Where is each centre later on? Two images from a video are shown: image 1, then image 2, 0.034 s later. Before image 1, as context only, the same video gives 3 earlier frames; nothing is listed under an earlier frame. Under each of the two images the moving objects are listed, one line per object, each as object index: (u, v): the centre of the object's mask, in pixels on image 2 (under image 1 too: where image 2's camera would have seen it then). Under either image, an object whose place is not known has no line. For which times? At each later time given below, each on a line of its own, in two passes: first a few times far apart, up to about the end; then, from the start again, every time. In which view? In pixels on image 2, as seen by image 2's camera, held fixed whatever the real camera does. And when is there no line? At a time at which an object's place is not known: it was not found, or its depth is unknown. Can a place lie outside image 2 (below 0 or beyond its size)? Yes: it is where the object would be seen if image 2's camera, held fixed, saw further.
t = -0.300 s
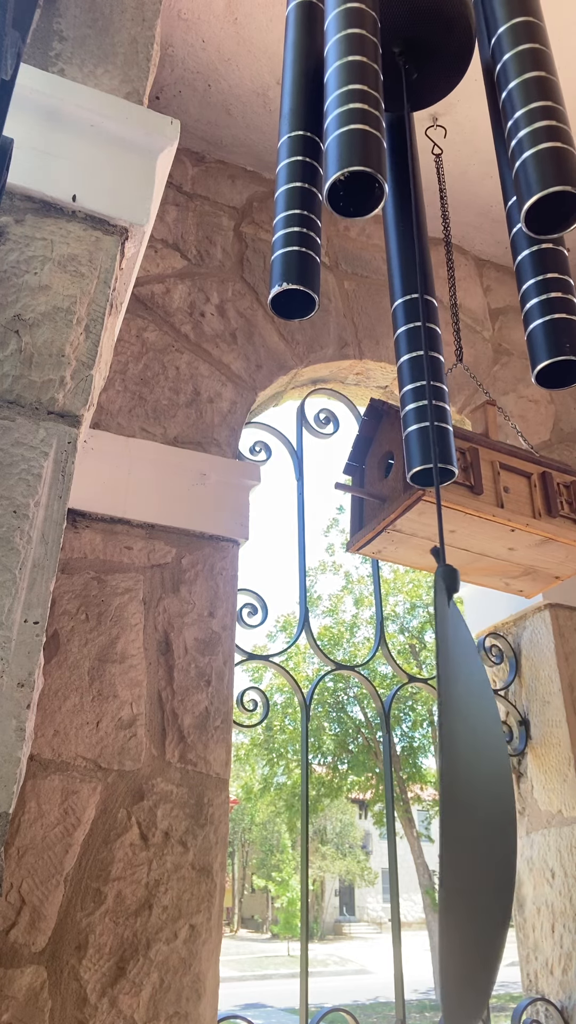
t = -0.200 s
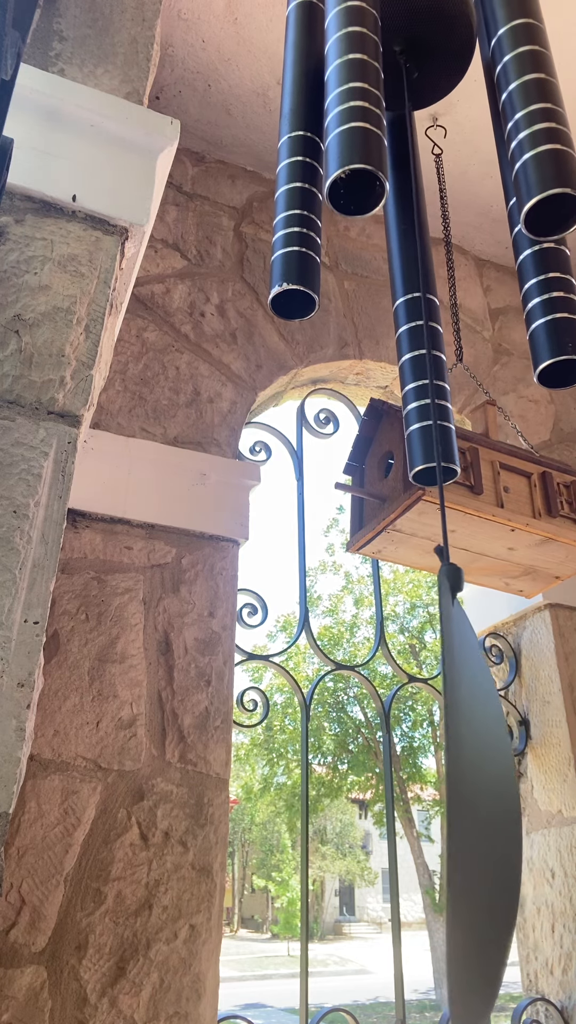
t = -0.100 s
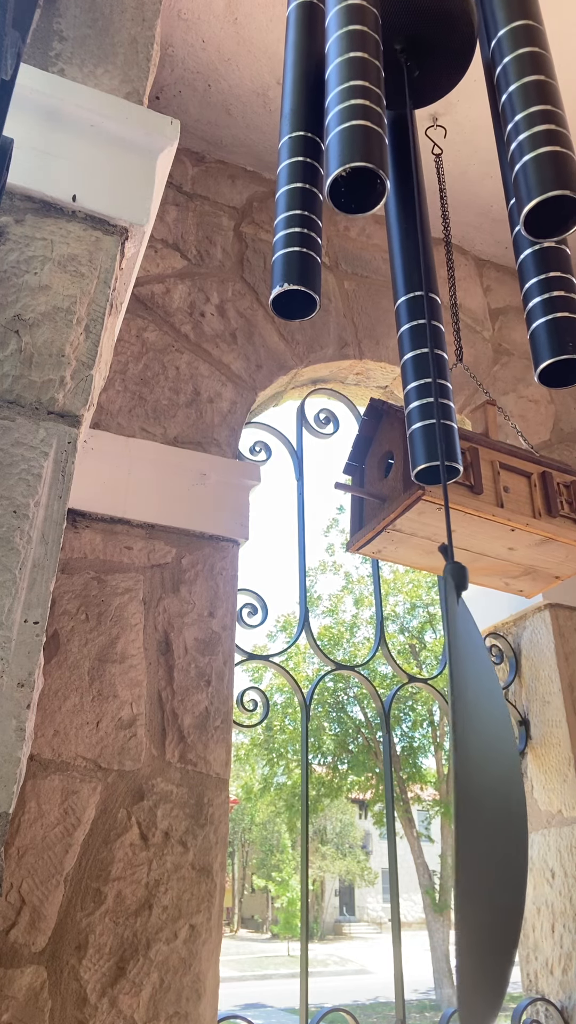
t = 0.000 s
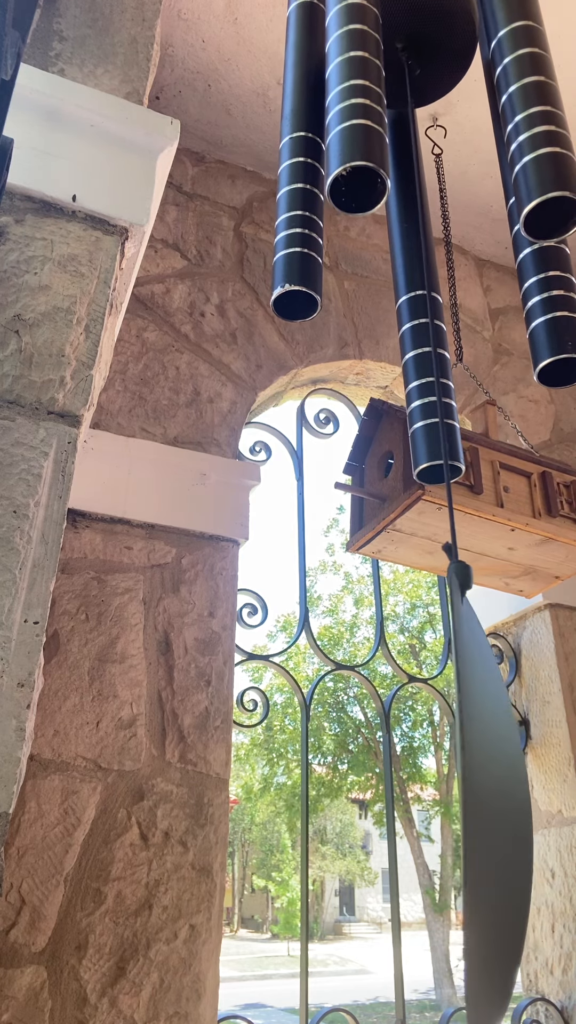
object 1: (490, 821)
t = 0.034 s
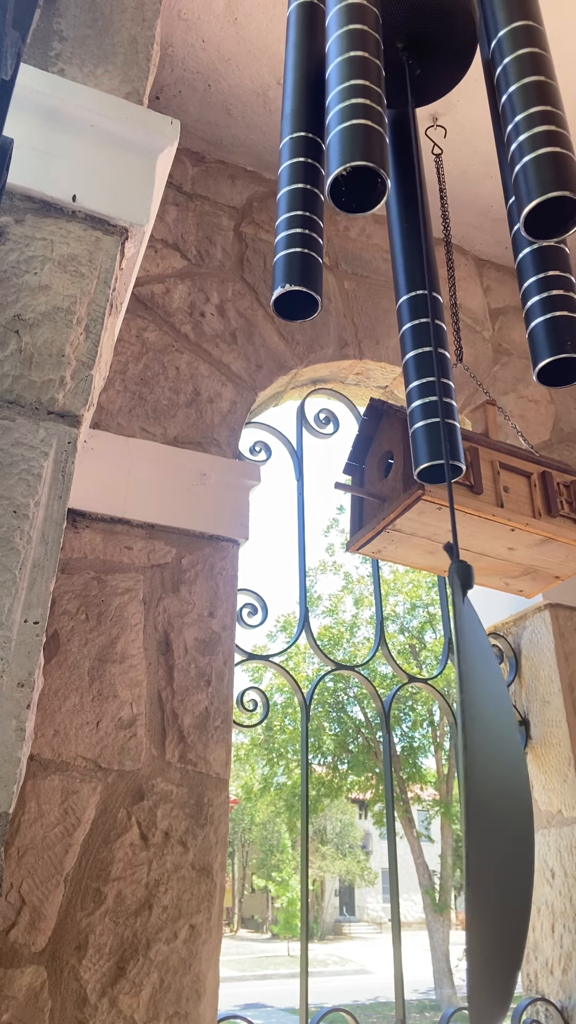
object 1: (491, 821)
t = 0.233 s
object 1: (497, 822)
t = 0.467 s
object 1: (494, 822)
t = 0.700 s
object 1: (482, 820)
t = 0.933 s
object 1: (471, 822)
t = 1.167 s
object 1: (468, 817)
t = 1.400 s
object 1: (474, 807)
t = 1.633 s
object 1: (485, 790)
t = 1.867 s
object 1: (488, 795)
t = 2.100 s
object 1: (482, 814)
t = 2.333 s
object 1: (474, 821)
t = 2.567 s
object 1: (465, 823)
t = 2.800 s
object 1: (464, 819)
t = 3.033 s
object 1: (472, 816)
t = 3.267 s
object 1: (479, 815)
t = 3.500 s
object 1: (483, 814)
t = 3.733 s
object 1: (477, 814)
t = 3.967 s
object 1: (467, 815)
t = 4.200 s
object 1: (462, 817)
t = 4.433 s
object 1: (464, 818)
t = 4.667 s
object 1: (478, 823)
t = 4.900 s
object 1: (488, 820)
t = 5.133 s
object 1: (487, 807)
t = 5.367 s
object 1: (488, 793)
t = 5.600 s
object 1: (481, 793)
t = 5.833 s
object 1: (475, 795)
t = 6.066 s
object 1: (476, 794)
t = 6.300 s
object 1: (479, 793)
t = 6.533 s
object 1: (481, 799)
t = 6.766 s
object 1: (487, 820)
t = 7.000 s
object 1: (481, 821)
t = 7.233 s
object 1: (470, 818)
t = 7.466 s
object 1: (462, 817)
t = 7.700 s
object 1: (464, 816)
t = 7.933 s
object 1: (470, 815)
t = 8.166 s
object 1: (477, 815)
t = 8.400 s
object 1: (480, 815)
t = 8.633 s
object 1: (476, 817)
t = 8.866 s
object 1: (471, 820)
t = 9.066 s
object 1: (470, 825)
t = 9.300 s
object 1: (471, 821)
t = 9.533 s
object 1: (475, 814)
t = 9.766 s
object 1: (479, 795)
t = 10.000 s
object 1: (480, 790)
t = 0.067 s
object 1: (493, 821)
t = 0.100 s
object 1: (494, 821)
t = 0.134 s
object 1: (495, 821)
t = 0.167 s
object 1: (496, 821)
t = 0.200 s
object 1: (496, 822)
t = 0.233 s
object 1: (497, 822)
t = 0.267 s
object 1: (497, 822)
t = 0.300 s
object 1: (497, 823)
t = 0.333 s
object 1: (497, 822)
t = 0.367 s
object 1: (497, 823)
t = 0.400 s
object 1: (495, 822)
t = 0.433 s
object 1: (495, 822)
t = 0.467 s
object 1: (494, 822)
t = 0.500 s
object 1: (492, 822)
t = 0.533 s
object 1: (491, 822)
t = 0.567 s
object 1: (490, 822)
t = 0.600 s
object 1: (488, 821)
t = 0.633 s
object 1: (486, 821)
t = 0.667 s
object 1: (484, 821)
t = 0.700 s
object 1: (482, 820)
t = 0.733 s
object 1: (479, 819)
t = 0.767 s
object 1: (477, 820)
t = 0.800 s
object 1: (476, 820)
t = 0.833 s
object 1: (474, 821)
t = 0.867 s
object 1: (473, 822)
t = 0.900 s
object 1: (472, 822)
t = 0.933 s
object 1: (471, 822)
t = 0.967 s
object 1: (470, 822)
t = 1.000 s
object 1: (469, 821)
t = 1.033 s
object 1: (469, 821)
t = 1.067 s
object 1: (469, 822)
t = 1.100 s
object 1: (468, 821)
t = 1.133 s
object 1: (469, 819)
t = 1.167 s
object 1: (468, 817)
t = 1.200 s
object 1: (469, 816)
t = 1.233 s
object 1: (469, 814)
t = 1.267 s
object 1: (470, 813)
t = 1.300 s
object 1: (471, 811)
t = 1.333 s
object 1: (472, 808)
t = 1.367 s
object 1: (473, 809)
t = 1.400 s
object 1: (474, 807)
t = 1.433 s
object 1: (475, 802)
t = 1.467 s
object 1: (477, 798)
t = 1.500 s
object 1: (478, 795)
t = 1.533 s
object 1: (480, 793)
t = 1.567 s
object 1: (481, 791)
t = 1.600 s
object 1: (483, 790)
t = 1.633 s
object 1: (485, 790)
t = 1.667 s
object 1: (486, 792)
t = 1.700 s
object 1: (487, 791)
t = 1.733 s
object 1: (488, 791)
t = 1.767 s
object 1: (488, 791)
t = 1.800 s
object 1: (488, 791)
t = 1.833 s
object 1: (488, 793)
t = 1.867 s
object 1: (488, 795)
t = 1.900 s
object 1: (487, 801)
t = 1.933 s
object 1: (486, 803)
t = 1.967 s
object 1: (485, 805)
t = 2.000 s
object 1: (485, 808)
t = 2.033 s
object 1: (484, 810)
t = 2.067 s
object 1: (483, 812)
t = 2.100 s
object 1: (482, 814)
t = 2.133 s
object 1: (481, 816)
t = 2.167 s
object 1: (480, 817)
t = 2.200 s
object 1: (479, 820)
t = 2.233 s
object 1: (478, 819)
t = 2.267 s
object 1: (477, 818)
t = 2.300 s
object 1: (475, 820)
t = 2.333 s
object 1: (474, 821)
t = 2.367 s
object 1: (474, 822)
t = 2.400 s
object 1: (472, 825)
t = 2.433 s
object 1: (471, 825)
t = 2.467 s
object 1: (469, 826)
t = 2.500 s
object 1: (468, 825)
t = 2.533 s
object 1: (467, 823)
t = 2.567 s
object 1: (465, 823)
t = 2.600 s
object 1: (464, 822)
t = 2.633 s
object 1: (464, 821)
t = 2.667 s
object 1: (463, 821)
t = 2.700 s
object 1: (463, 820)
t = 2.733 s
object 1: (463, 820)
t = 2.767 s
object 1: (463, 819)
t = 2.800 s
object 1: (464, 819)
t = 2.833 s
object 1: (464, 818)
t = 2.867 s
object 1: (465, 818)
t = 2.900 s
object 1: (466, 818)
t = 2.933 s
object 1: (467, 817)
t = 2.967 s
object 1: (469, 817)
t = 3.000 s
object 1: (470, 817)
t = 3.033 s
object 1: (472, 816)
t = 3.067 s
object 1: (473, 816)
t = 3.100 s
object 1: (474, 816)
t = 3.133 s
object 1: (475, 816)
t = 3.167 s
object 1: (477, 815)
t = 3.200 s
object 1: (478, 815)
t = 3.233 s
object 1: (478, 815)
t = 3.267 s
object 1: (479, 815)
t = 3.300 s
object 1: (480, 814)
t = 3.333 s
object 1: (481, 814)
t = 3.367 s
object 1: (482, 814)
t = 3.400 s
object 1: (482, 814)
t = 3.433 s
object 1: (483, 814)
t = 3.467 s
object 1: (483, 814)
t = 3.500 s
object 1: (483, 814)
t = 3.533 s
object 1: (483, 814)
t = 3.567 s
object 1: (482, 814)
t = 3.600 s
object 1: (482, 814)
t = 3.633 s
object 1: (481, 814)
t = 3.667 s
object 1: (480, 814)
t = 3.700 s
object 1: (479, 814)
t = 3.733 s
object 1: (477, 814)
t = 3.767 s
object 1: (475, 814)
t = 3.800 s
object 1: (474, 814)
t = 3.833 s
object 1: (472, 814)
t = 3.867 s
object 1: (471, 815)
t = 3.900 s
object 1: (469, 815)
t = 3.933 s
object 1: (468, 815)
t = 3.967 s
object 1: (467, 815)
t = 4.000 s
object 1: (465, 816)
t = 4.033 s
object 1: (465, 816)
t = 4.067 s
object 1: (464, 816)
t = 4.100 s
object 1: (463, 816)
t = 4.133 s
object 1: (462, 816)
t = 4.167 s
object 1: (462, 816)
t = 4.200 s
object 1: (462, 817)
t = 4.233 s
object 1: (461, 817)
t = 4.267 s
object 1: (461, 817)
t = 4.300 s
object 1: (461, 817)
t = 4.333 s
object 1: (462, 817)
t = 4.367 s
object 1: (463, 817)
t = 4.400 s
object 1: (463, 818)
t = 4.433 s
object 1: (464, 818)
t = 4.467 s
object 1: (466, 819)
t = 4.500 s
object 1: (467, 819)
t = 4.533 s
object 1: (469, 819)
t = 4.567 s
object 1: (471, 820)
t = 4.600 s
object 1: (473, 821)
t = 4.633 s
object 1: (475, 822)
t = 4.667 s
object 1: (478, 823)
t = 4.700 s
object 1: (480, 821)
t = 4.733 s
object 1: (482, 820)
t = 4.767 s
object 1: (483, 818)
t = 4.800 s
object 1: (485, 821)
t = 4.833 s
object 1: (487, 821)
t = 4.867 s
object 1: (488, 821)
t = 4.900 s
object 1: (488, 820)
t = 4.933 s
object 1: (489, 821)
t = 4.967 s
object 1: (489, 820)
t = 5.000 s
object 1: (489, 819)
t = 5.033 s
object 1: (489, 818)
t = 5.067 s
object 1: (488, 815)
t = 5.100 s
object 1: (487, 812)
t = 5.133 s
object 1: (487, 807)
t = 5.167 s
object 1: (487, 801)
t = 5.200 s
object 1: (487, 796)
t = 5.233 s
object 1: (487, 795)
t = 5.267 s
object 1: (488, 794)
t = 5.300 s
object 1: (488, 794)
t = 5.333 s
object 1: (488, 793)
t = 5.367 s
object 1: (488, 793)
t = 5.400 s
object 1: (488, 793)
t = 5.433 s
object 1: (487, 792)
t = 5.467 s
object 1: (486, 792)
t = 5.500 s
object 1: (485, 792)
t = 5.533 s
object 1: (484, 792)
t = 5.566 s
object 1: (483, 792)
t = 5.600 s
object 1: (481, 793)
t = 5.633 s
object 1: (480, 793)
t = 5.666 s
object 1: (479, 794)
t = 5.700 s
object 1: (478, 795)
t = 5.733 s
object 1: (477, 793)
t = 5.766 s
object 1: (476, 794)
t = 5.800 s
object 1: (476, 795)
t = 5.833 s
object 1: (475, 795)
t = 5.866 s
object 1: (475, 795)
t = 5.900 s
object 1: (475, 795)
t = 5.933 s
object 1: (475, 795)
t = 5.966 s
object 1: (475, 795)
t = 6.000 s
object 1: (475, 795)
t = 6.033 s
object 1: (476, 794)
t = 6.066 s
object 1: (476, 794)
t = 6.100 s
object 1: (477, 795)
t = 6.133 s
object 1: (477, 795)
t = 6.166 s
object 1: (477, 793)
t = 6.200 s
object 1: (478, 794)
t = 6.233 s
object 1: (479, 793)
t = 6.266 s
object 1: (479, 793)
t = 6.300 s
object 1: (479, 793)
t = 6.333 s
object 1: (480, 792)
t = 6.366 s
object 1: (480, 791)
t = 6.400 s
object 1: (481, 792)
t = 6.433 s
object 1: (481, 792)
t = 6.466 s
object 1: (480, 791)
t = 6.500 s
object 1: (481, 793)
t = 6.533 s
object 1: (481, 799)
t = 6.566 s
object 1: (483, 805)
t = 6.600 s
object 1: (484, 811)
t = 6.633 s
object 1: (485, 815)
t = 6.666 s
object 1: (486, 817)
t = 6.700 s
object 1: (486, 818)
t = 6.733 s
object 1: (487, 820)
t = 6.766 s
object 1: (487, 820)
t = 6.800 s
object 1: (487, 821)
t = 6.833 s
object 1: (486, 821)
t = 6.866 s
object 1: (486, 821)
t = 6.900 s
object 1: (485, 821)
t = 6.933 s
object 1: (483, 819)
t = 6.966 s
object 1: (482, 820)
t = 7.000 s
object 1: (481, 821)
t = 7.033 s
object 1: (479, 820)
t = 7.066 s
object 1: (478, 820)
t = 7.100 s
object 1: (476, 820)
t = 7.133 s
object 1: (475, 819)
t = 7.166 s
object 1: (473, 819)
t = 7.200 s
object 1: (472, 818)
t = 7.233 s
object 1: (470, 818)
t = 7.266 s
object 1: (469, 817)
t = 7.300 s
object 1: (467, 818)
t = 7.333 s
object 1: (466, 817)
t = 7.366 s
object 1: (465, 817)
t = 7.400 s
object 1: (464, 817)
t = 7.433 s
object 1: (463, 817)
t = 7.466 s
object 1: (462, 817)
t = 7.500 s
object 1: (461, 817)
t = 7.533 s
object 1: (462, 816)
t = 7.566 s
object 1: (462, 817)
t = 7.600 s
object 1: (462, 816)
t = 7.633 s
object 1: (462, 816)
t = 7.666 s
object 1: (463, 816)
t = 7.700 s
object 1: (464, 816)
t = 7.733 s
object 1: (465, 816)
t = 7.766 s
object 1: (465, 816)
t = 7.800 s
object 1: (467, 815)
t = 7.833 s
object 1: (468, 816)
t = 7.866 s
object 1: (469, 815)
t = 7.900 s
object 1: (470, 816)
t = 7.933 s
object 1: (470, 815)
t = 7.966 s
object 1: (471, 815)
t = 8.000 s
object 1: (473, 815)
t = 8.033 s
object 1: (474, 815)
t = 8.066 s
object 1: (474, 815)
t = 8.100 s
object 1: (475, 815)
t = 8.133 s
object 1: (476, 814)
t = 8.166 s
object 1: (477, 815)
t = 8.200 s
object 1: (477, 814)
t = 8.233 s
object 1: (478, 815)
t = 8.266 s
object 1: (479, 814)
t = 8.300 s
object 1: (480, 815)
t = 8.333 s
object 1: (480, 815)
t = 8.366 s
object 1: (480, 815)
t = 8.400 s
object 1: (480, 815)
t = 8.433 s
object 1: (480, 815)
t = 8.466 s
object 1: (479, 815)
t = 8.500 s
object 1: (479, 816)
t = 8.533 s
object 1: (478, 816)
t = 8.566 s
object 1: (478, 816)
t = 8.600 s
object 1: (477, 816)
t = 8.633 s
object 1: (476, 817)
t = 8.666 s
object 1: (475, 817)
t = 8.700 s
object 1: (474, 817)
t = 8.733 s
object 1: (473, 818)
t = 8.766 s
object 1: (473, 818)
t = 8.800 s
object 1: (472, 819)
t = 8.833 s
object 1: (471, 819)
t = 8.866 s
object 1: (471, 820)
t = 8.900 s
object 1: (471, 820)
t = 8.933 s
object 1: (471, 821)
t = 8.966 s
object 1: (471, 822)
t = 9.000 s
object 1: (470, 823)
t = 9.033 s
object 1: (471, 824)
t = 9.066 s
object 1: (470, 825)
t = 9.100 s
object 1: (471, 824)
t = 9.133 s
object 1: (470, 824)
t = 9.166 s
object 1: (470, 824)
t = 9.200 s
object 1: (470, 824)
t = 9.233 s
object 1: (470, 824)
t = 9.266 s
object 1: (471, 823)
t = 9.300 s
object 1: (471, 821)
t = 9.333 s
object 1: (471, 820)
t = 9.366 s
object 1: (472, 818)
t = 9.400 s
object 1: (472, 817)
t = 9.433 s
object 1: (473, 815)
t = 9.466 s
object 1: (473, 817)
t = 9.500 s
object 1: (475, 816)
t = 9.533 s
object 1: (475, 814)
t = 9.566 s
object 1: (476, 811)
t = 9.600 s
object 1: (477, 808)
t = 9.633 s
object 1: (477, 804)
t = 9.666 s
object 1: (478, 802)
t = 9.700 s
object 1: (479, 799)
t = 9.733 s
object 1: (479, 797)
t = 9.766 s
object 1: (479, 795)
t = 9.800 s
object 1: (479, 793)
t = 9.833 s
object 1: (480, 792)
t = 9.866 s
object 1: (481, 791)
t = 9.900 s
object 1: (481, 790)
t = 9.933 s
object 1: (481, 790)
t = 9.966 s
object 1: (481, 790)
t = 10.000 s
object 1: (480, 790)
